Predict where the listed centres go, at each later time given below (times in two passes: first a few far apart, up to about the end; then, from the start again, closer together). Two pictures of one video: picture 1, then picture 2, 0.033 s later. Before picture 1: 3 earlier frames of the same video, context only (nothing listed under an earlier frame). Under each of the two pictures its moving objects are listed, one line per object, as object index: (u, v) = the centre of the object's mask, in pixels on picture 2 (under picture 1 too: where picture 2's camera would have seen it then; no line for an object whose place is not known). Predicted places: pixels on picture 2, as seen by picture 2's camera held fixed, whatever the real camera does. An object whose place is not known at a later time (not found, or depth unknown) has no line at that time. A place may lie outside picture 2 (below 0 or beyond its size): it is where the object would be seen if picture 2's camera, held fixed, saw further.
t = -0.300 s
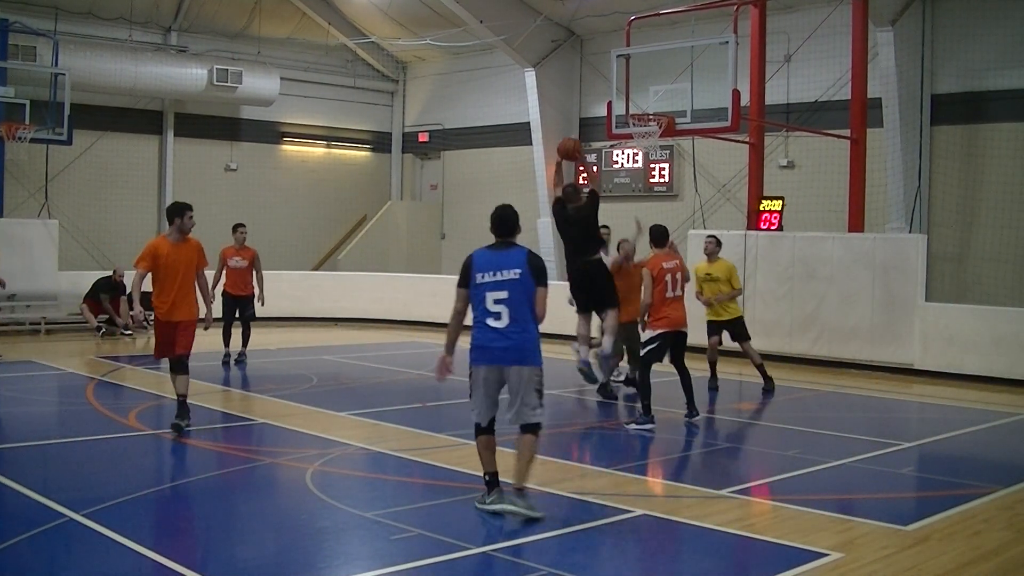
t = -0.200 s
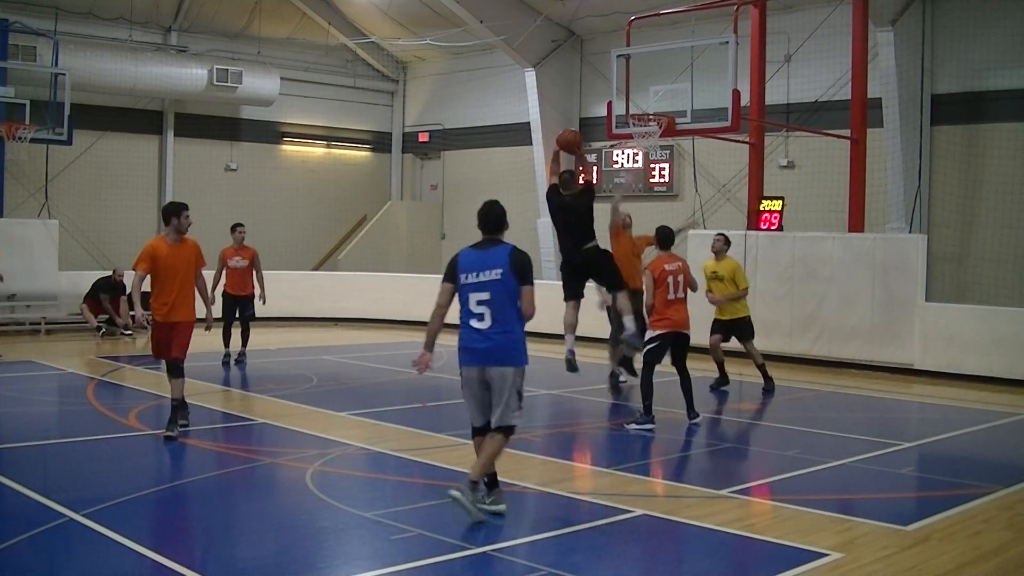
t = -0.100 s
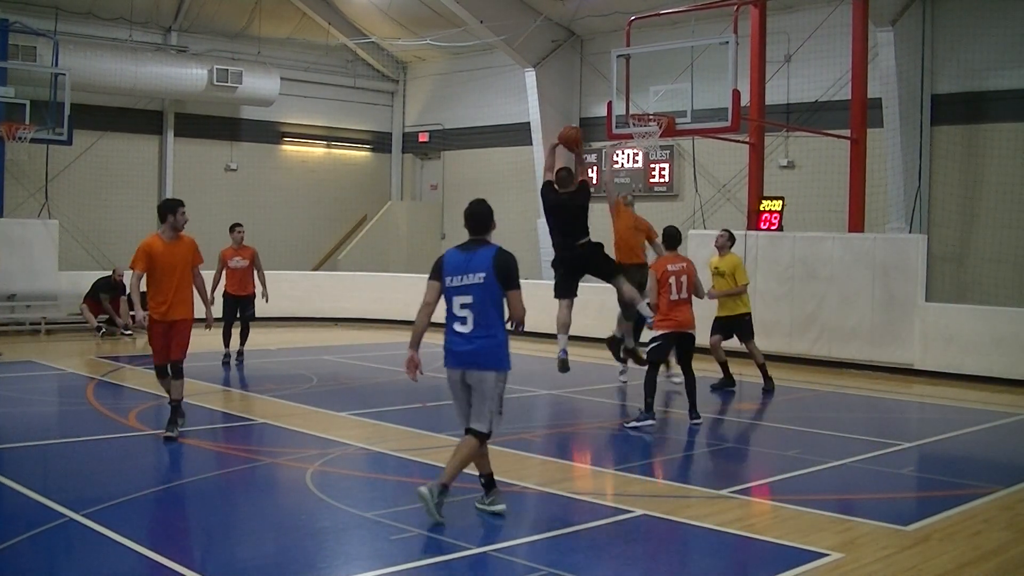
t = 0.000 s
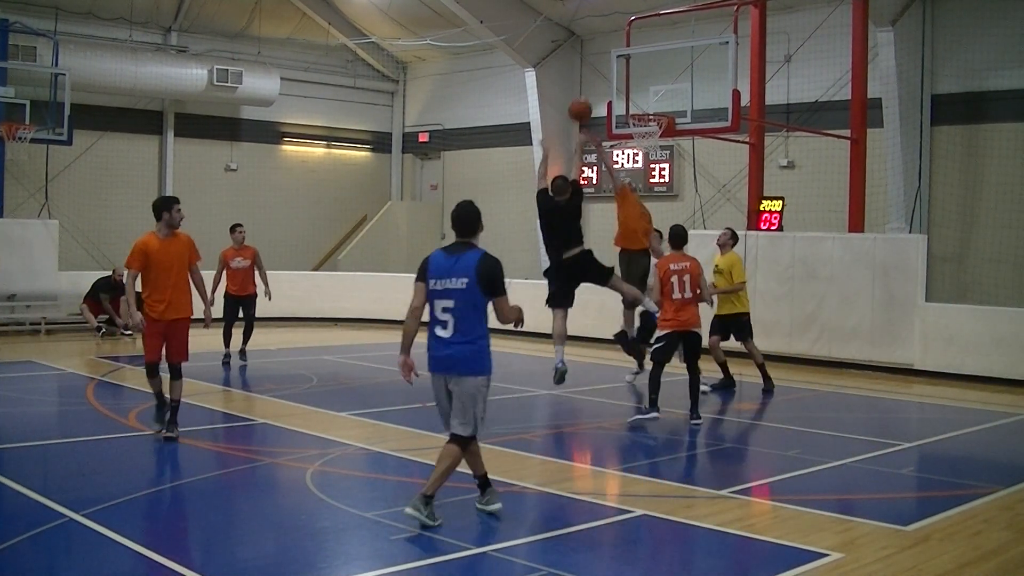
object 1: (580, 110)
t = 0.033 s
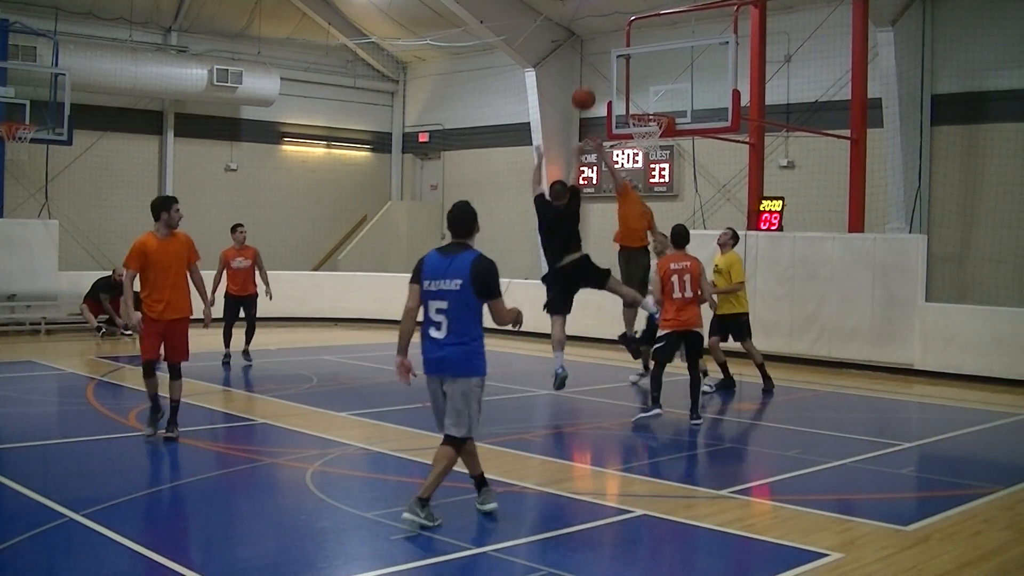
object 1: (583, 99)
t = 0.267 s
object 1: (604, 51)
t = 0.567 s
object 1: (626, 65)
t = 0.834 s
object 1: (627, 129)
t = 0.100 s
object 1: (590, 79)
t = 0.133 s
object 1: (592, 71)
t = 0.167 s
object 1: (596, 64)
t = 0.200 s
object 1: (599, 59)
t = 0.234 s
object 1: (601, 54)
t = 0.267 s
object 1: (604, 51)
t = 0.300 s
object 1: (607, 48)
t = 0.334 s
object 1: (610, 47)
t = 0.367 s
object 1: (612, 47)
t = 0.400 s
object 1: (615, 47)
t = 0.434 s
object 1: (617, 49)
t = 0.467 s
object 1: (619, 52)
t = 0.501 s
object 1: (622, 55)
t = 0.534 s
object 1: (624, 60)
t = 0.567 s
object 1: (626, 65)
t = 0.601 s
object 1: (629, 71)
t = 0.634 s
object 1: (630, 78)
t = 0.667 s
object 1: (632, 85)
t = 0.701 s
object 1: (634, 94)
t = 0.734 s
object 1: (637, 103)
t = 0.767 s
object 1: (638, 110)
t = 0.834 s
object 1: (627, 129)
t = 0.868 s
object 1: (625, 138)
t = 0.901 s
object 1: (619, 145)
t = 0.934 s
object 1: (613, 155)
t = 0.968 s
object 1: (606, 168)
